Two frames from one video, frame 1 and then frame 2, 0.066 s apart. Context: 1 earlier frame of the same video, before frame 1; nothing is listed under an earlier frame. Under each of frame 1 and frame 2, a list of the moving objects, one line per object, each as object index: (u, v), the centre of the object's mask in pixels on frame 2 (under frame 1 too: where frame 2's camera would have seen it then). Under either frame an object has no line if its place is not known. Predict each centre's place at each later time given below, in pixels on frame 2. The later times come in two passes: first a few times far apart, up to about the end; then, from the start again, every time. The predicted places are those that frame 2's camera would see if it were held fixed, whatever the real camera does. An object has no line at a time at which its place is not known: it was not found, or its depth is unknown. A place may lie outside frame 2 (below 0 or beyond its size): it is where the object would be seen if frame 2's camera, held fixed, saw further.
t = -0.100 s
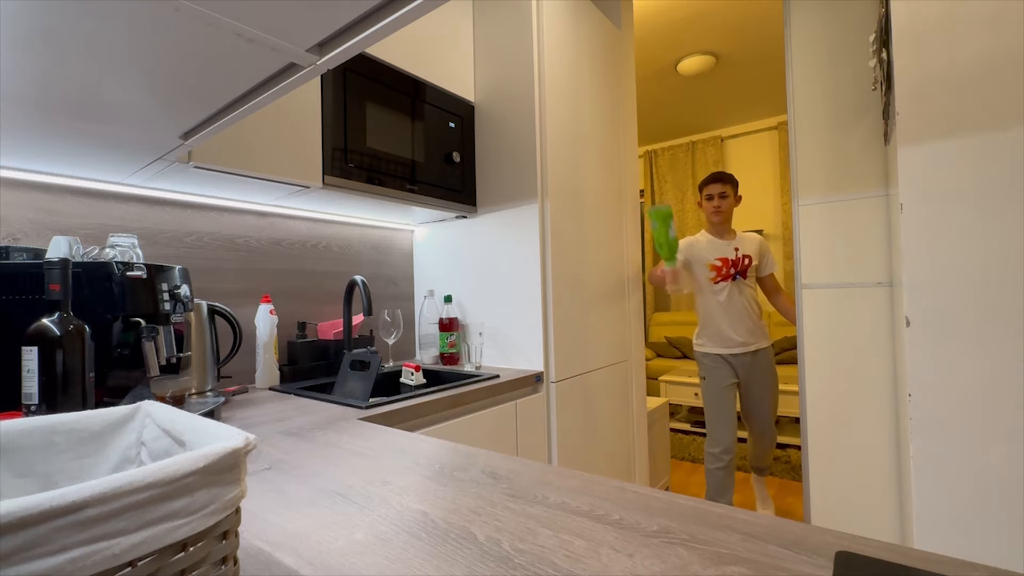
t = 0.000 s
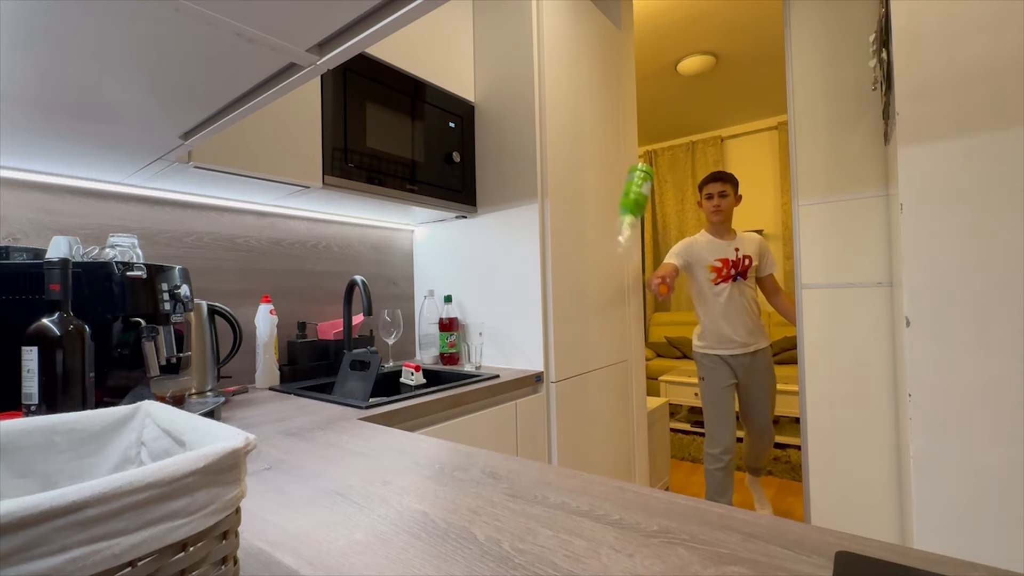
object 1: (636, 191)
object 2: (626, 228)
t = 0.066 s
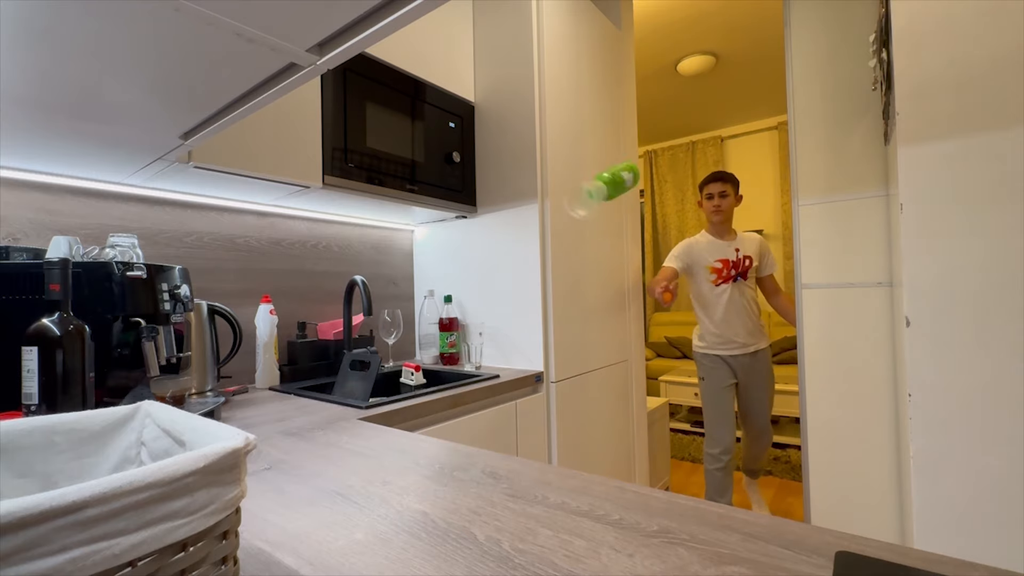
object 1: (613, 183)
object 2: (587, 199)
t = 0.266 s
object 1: (519, 293)
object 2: (495, 206)
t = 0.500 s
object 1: (256, 469)
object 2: (246, 320)
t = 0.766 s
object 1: (368, 458)
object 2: (445, 342)
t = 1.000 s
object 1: (409, 489)
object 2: (516, 449)
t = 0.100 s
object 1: (601, 182)
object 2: (566, 176)
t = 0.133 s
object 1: (586, 187)
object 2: (548, 159)
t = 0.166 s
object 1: (571, 199)
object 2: (532, 151)
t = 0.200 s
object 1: (555, 219)
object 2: (518, 156)
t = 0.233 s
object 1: (539, 251)
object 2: (507, 176)
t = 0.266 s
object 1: (519, 293)
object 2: (495, 206)
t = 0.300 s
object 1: (496, 353)
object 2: (484, 257)
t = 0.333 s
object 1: (469, 413)
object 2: (470, 308)
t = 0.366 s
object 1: (437, 424)
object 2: (437, 311)
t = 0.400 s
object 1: (400, 436)
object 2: (399, 313)
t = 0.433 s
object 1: (356, 451)
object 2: (359, 314)
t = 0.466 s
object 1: (302, 471)
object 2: (307, 316)
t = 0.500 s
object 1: (256, 469)
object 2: (246, 320)
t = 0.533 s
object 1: (243, 468)
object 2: (232, 320)
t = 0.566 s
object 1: (266, 467)
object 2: (278, 316)
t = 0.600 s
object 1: (285, 466)
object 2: (317, 315)
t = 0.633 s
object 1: (299, 469)
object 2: (347, 316)
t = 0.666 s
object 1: (315, 468)
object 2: (370, 319)
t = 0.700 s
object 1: (334, 464)
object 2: (394, 321)
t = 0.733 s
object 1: (351, 461)
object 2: (419, 327)
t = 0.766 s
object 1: (368, 458)
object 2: (445, 342)
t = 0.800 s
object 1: (380, 466)
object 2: (471, 365)
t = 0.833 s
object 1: (391, 478)
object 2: (493, 403)
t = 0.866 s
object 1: (401, 491)
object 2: (509, 448)
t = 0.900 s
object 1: (401, 485)
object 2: (508, 429)
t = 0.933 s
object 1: (403, 486)
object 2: (511, 436)
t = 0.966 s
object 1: (407, 490)
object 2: (516, 450)
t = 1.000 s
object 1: (409, 489)
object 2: (516, 449)
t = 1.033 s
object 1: (411, 488)
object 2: (517, 449)
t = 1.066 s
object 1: (411, 488)
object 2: (518, 448)
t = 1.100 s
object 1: (412, 488)
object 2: (518, 448)
